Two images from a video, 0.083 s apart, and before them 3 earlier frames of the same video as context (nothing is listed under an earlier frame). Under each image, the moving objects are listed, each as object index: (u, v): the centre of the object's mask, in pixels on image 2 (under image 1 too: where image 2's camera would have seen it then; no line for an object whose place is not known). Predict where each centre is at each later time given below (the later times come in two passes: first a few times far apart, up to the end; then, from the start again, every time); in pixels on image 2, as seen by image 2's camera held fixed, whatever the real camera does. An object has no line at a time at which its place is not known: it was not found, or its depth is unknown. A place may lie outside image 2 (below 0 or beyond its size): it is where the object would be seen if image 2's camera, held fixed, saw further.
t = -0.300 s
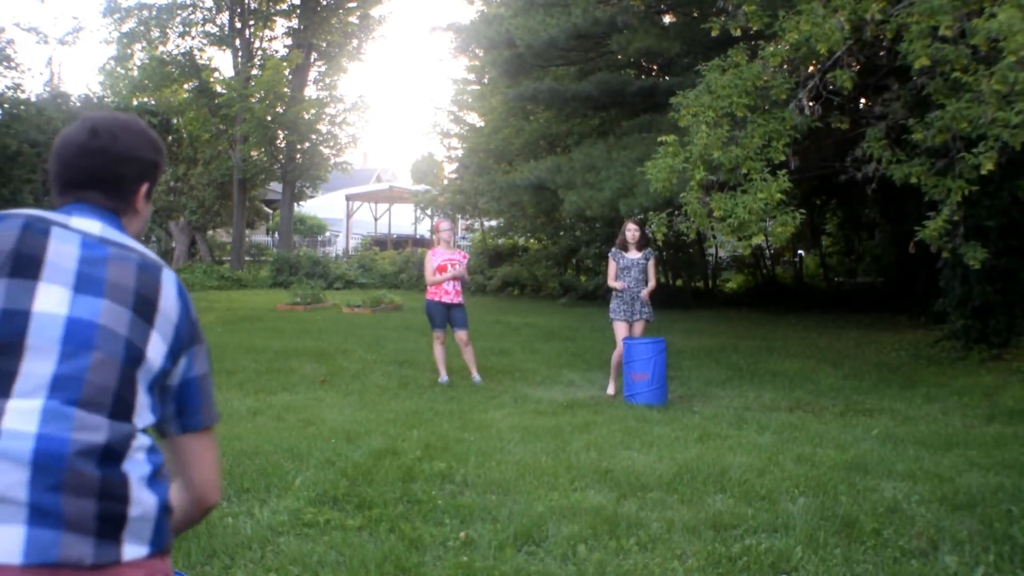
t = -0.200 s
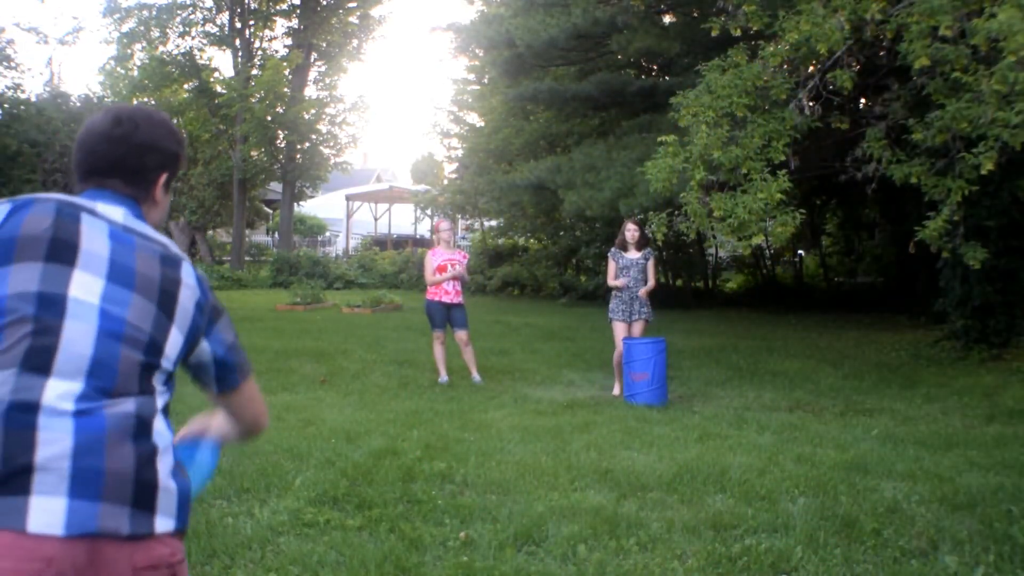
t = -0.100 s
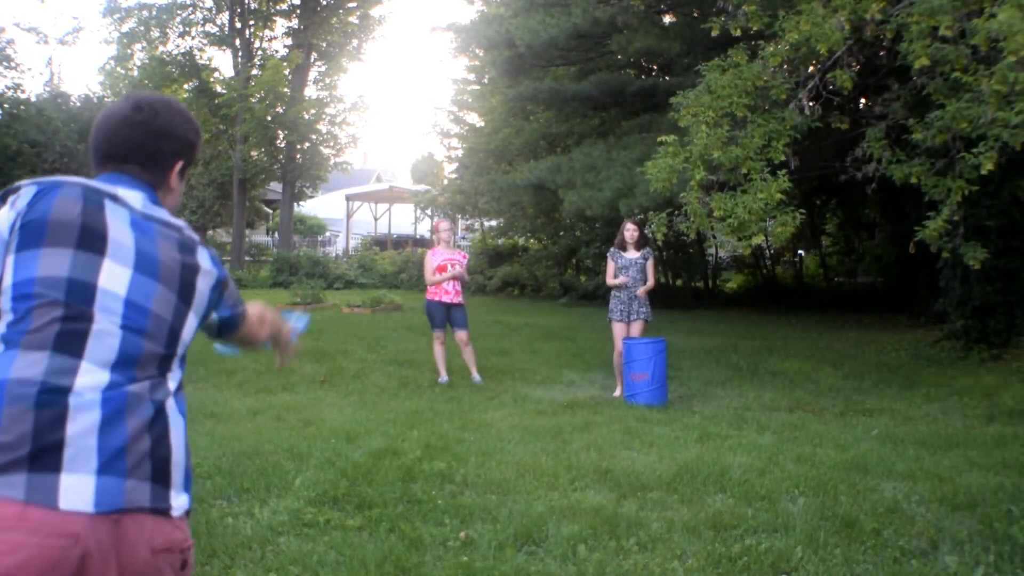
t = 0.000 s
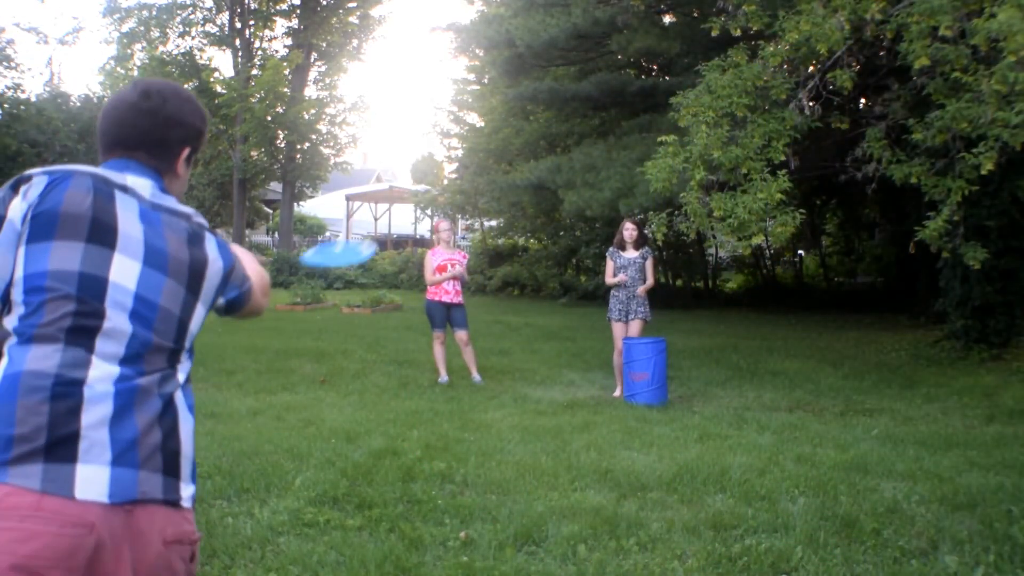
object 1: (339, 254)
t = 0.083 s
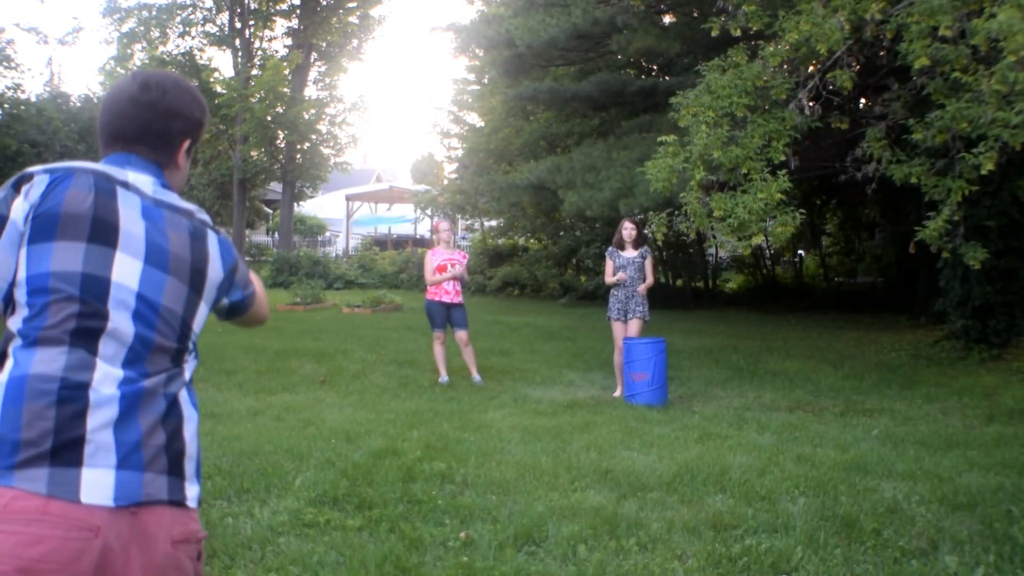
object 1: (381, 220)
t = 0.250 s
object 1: (443, 194)
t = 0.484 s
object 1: (493, 194)
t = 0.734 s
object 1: (528, 210)
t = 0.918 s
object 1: (547, 227)
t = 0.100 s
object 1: (390, 215)
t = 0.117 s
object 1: (400, 210)
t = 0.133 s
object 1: (406, 206)
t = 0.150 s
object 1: (414, 203)
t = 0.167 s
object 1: (418, 201)
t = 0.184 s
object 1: (425, 199)
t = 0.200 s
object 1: (428, 198)
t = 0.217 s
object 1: (434, 197)
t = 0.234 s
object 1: (439, 195)
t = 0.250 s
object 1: (443, 194)
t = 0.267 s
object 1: (447, 193)
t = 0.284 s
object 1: (451, 193)
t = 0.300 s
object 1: (456, 192)
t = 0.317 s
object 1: (461, 192)
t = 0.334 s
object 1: (464, 191)
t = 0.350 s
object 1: (468, 191)
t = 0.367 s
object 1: (471, 191)
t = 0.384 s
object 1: (475, 191)
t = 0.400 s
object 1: (478, 192)
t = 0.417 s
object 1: (481, 192)
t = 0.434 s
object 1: (484, 192)
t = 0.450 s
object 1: (487, 193)
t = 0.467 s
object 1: (490, 193)
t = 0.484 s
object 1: (493, 194)
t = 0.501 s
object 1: (496, 195)
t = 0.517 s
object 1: (499, 195)
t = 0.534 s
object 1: (501, 196)
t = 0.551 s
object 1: (503, 197)
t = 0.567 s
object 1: (506, 198)
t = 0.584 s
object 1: (508, 199)
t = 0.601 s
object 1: (511, 200)
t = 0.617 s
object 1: (513, 201)
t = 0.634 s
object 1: (515, 203)
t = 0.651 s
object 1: (517, 204)
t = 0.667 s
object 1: (519, 205)
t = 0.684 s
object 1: (522, 206)
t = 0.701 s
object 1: (524, 208)
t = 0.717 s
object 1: (526, 209)
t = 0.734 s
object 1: (528, 210)
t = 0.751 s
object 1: (530, 211)
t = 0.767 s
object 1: (532, 213)
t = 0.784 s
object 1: (534, 214)
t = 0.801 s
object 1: (535, 216)
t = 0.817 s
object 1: (537, 217)
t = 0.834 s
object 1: (538, 219)
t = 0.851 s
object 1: (540, 220)
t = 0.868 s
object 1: (542, 222)
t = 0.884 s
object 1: (544, 223)
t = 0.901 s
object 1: (545, 225)
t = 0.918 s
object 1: (547, 227)
